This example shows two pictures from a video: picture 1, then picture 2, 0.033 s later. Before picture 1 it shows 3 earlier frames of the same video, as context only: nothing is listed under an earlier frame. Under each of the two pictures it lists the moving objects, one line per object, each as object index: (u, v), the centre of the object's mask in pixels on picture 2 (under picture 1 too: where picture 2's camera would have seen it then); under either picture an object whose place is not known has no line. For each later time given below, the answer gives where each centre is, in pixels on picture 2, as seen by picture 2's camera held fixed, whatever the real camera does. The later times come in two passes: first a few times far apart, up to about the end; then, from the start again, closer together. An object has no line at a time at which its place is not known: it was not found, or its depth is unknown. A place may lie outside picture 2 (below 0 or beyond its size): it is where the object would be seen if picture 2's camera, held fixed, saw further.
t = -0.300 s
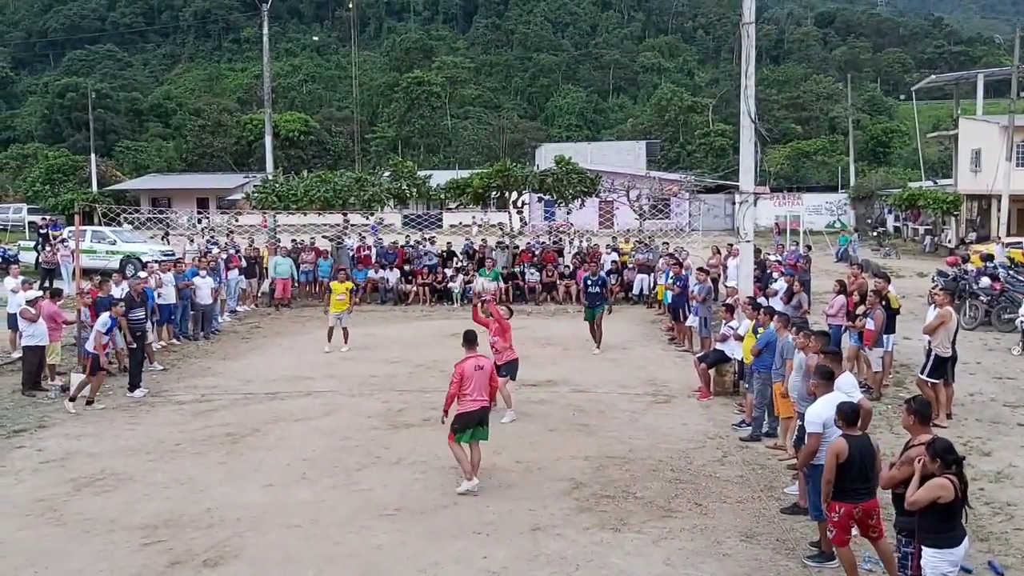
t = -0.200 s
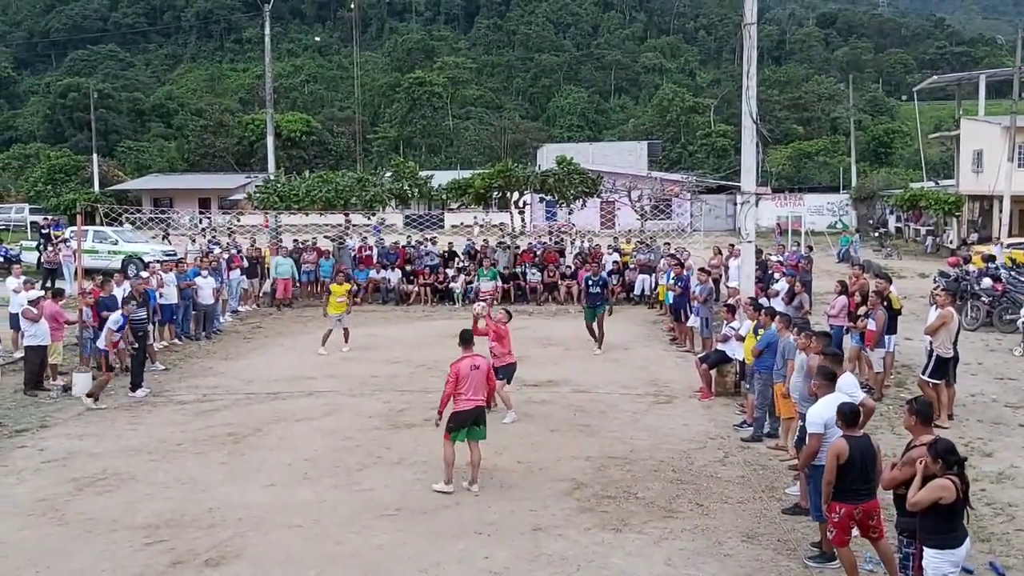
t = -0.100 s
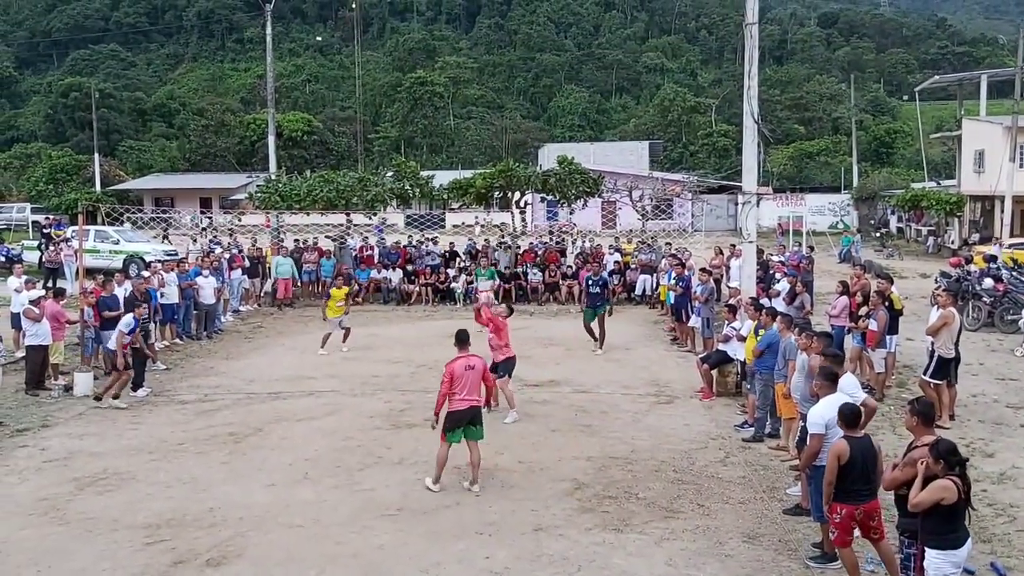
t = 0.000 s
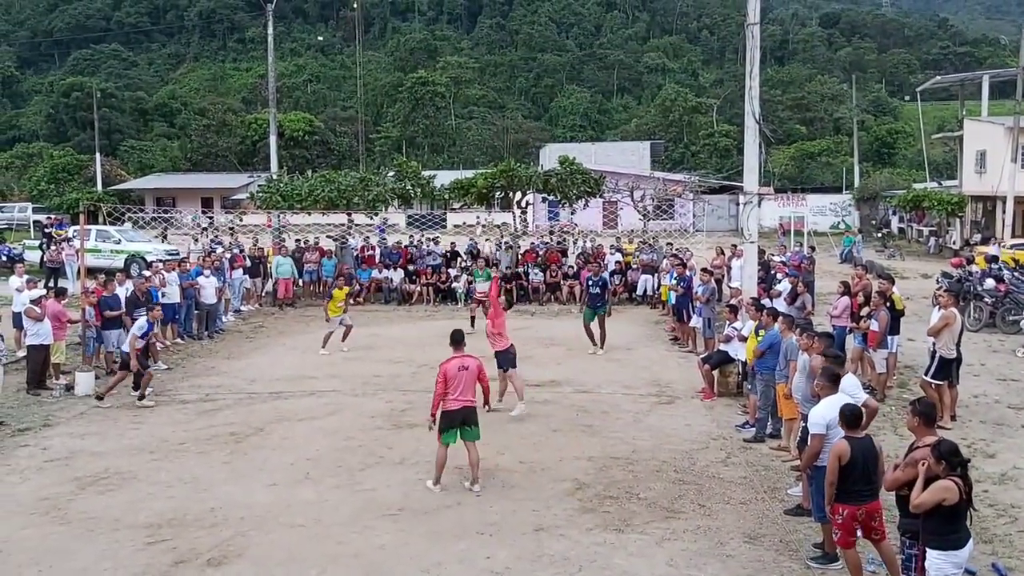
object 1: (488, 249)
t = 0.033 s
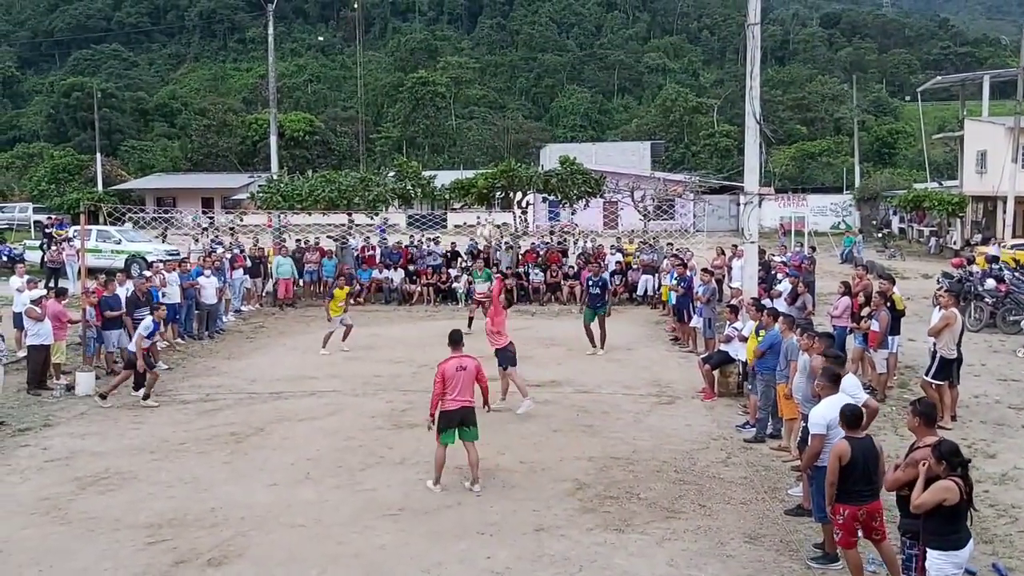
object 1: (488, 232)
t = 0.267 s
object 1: (486, 136)
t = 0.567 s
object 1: (485, 71)
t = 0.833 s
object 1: (485, 65)
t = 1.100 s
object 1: (487, 109)
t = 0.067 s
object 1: (487, 216)
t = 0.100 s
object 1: (487, 200)
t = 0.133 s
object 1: (486, 186)
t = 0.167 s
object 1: (486, 171)
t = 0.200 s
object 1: (486, 159)
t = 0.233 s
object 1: (486, 147)
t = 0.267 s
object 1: (486, 136)
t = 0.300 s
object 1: (485, 125)
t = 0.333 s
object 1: (485, 116)
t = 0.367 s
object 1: (485, 106)
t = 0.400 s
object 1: (485, 98)
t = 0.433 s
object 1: (485, 91)
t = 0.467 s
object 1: (485, 85)
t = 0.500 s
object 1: (485, 79)
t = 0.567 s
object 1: (485, 71)
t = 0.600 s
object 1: (485, 67)
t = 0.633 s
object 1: (485, 65)
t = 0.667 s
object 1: (485, 63)
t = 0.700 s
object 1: (485, 62)
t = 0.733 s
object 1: (485, 62)
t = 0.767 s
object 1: (485, 62)
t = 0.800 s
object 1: (485, 64)
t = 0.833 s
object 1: (485, 65)
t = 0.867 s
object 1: (486, 68)
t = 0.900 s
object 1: (486, 71)
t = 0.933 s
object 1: (486, 75)
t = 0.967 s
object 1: (486, 81)
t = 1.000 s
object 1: (486, 87)
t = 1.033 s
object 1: (486, 93)
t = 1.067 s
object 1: (487, 101)
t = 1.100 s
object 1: (487, 109)
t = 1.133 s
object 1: (487, 117)
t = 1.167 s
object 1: (487, 126)
